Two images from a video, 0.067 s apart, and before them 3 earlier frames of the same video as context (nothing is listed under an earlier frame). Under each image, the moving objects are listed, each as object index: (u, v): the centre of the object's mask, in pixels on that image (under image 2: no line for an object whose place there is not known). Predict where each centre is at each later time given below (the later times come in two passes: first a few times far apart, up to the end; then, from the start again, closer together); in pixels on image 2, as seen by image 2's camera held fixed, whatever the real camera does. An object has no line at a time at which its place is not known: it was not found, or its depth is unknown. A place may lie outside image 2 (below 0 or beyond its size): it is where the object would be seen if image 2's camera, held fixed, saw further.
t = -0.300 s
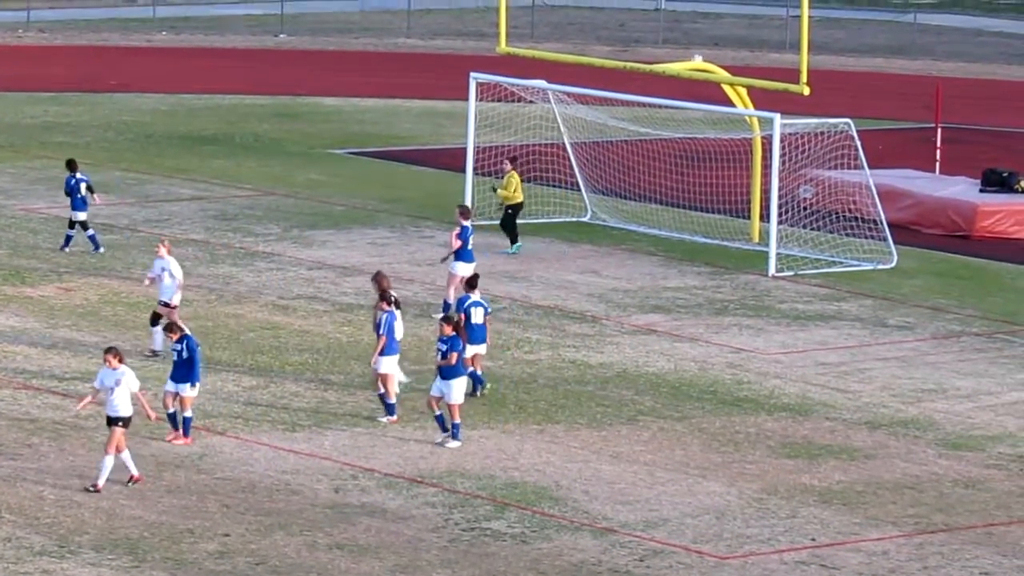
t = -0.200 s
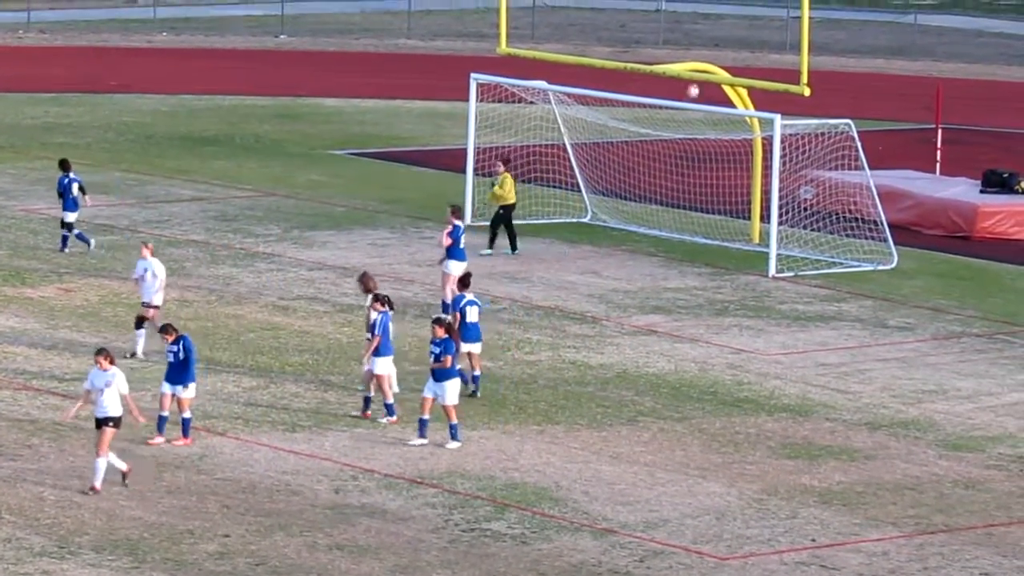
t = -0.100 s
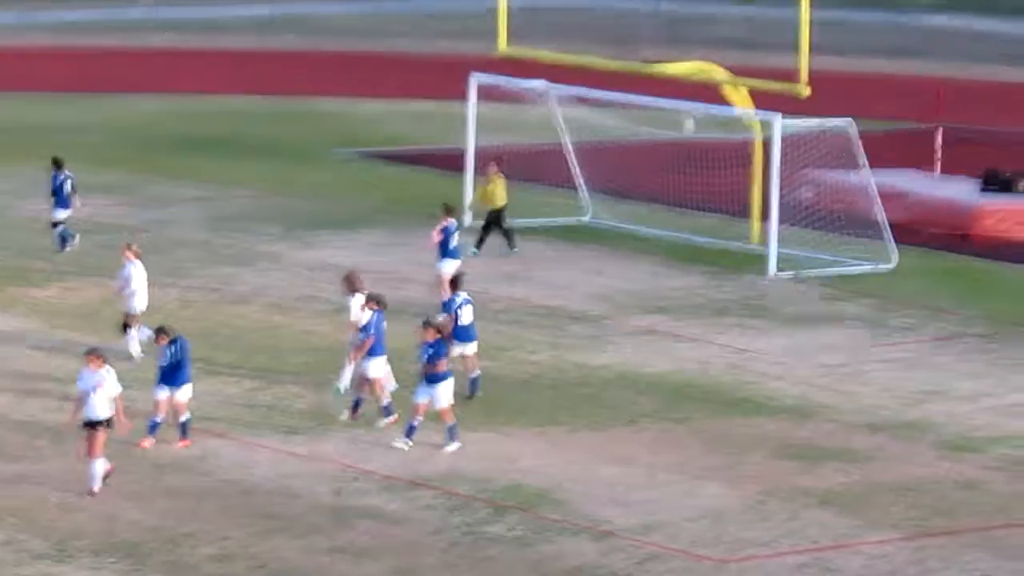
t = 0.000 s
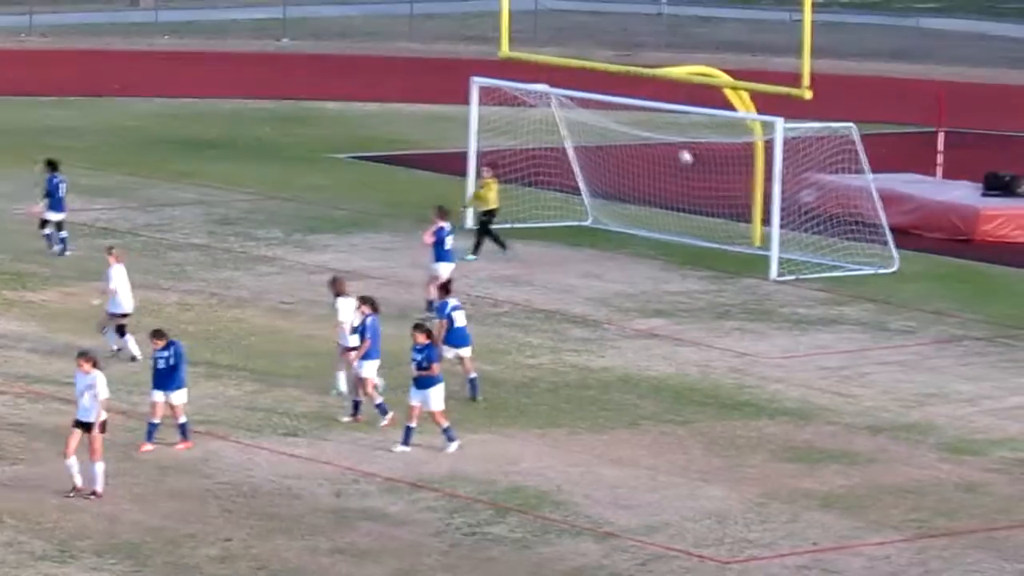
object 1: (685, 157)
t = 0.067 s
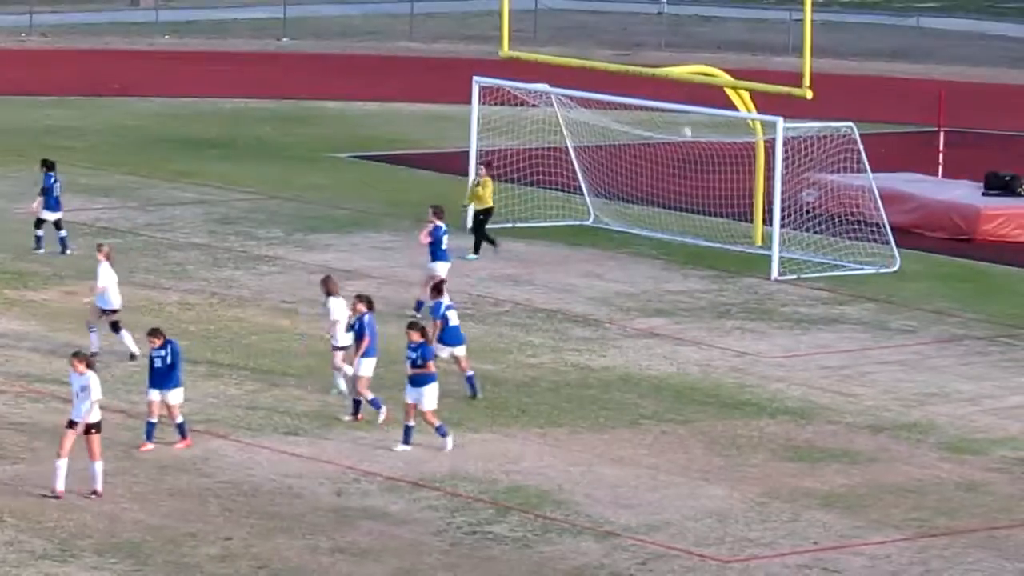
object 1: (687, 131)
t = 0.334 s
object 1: (684, 60)
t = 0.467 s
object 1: (682, 40)
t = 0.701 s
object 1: (678, 25)
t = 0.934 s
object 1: (672, 37)
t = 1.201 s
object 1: (665, 84)
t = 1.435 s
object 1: (660, 115)
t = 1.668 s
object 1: (659, 93)
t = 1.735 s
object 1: (658, 92)
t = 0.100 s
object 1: (687, 120)
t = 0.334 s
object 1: (684, 60)
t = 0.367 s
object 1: (684, 54)
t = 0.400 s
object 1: (683, 49)
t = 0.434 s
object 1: (682, 44)
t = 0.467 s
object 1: (682, 40)
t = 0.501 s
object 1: (682, 37)
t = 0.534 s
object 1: (681, 33)
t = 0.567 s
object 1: (681, 30)
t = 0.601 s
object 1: (679, 28)
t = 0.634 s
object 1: (679, 26)
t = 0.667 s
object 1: (679, 26)
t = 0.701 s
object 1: (678, 25)
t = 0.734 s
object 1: (677, 25)
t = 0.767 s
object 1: (677, 25)
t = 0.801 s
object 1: (676, 26)
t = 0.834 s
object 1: (675, 28)
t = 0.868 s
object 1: (675, 30)
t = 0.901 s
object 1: (674, 33)
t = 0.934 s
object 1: (672, 37)
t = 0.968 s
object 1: (672, 41)
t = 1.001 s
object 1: (671, 45)
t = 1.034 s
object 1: (670, 50)
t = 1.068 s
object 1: (669, 56)
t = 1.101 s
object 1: (669, 61)
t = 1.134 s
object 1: (667, 64)
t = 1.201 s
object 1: (665, 84)
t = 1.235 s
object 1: (664, 90)
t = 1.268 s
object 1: (663, 97)
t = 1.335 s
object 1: (662, 117)
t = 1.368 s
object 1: (661, 125)
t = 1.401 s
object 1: (661, 121)
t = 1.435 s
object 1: (660, 115)
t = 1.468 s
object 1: (660, 112)
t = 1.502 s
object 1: (660, 111)
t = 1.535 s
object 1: (660, 99)
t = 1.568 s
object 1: (659, 97)
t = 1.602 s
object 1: (659, 96)
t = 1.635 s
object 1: (659, 95)
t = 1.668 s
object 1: (659, 93)
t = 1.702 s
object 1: (658, 93)
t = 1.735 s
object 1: (658, 92)
